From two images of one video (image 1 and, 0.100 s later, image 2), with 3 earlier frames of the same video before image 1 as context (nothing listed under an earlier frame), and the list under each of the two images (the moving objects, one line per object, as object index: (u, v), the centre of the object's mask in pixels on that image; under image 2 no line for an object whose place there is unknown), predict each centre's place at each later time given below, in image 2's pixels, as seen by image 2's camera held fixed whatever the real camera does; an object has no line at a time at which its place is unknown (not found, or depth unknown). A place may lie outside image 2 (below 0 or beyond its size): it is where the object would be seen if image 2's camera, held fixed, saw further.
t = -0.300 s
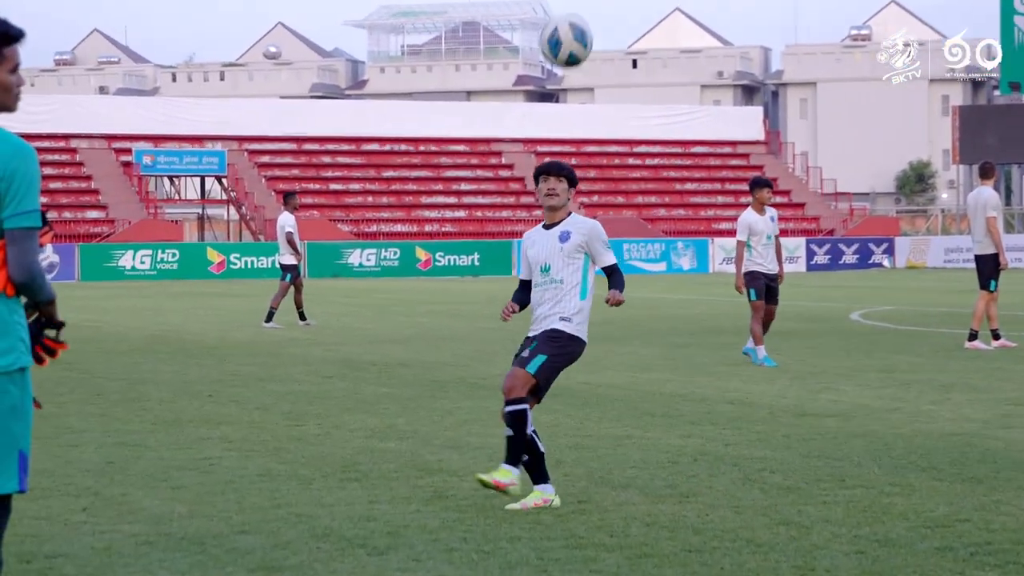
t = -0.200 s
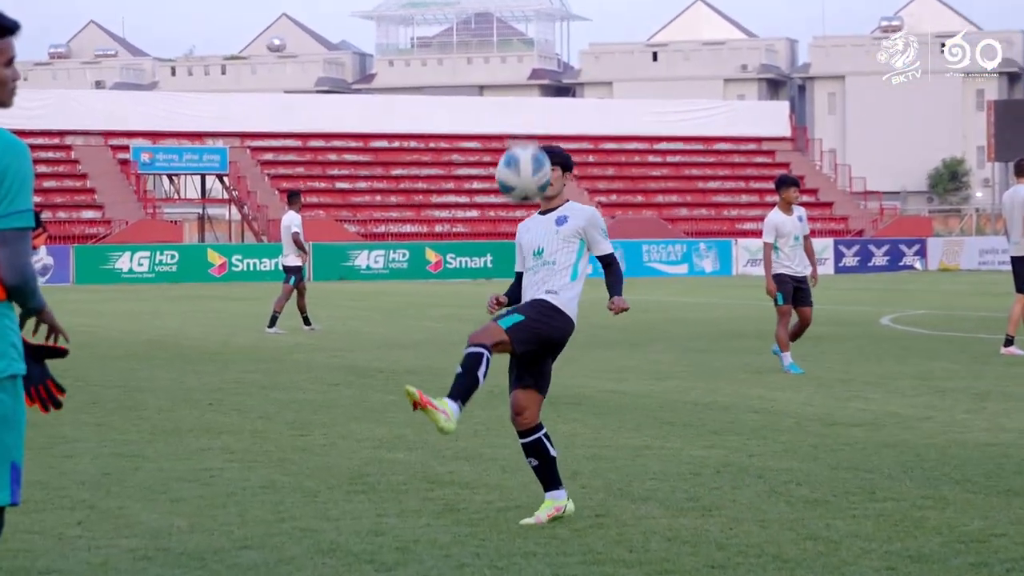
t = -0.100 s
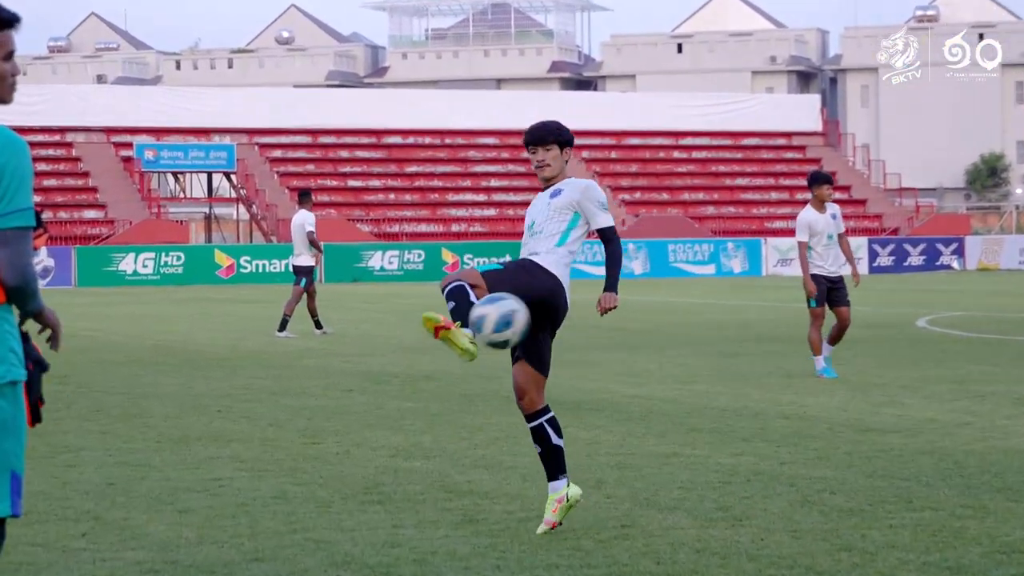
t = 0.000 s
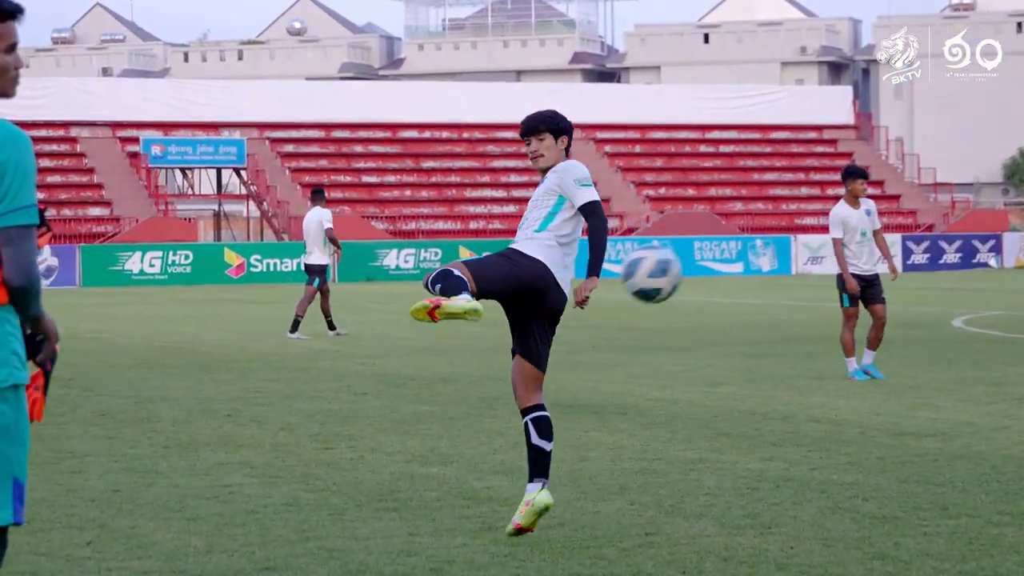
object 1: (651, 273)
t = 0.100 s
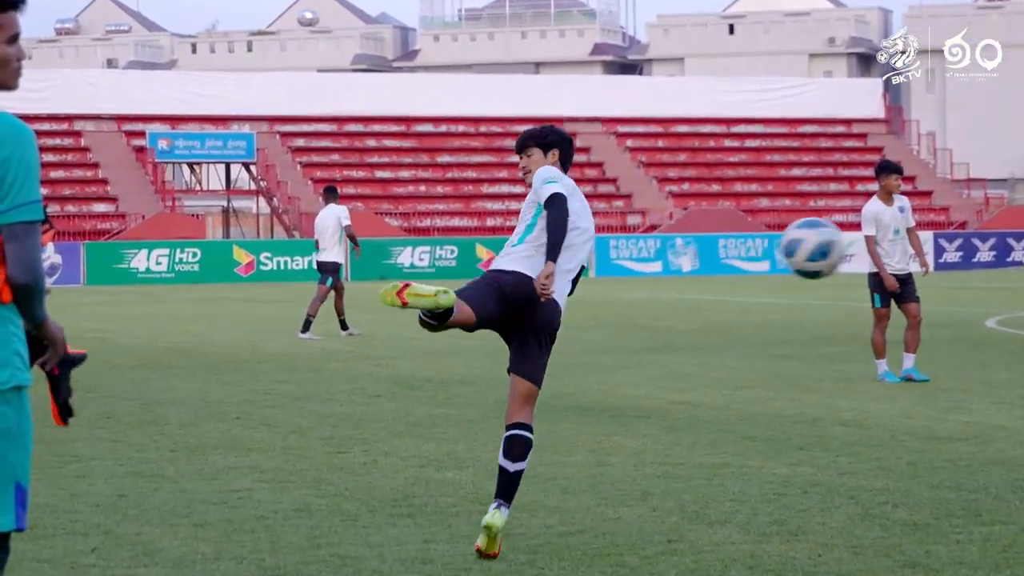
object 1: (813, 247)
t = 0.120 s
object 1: (839, 248)
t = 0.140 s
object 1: (868, 249)
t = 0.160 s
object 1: (896, 249)
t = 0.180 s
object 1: (920, 249)
